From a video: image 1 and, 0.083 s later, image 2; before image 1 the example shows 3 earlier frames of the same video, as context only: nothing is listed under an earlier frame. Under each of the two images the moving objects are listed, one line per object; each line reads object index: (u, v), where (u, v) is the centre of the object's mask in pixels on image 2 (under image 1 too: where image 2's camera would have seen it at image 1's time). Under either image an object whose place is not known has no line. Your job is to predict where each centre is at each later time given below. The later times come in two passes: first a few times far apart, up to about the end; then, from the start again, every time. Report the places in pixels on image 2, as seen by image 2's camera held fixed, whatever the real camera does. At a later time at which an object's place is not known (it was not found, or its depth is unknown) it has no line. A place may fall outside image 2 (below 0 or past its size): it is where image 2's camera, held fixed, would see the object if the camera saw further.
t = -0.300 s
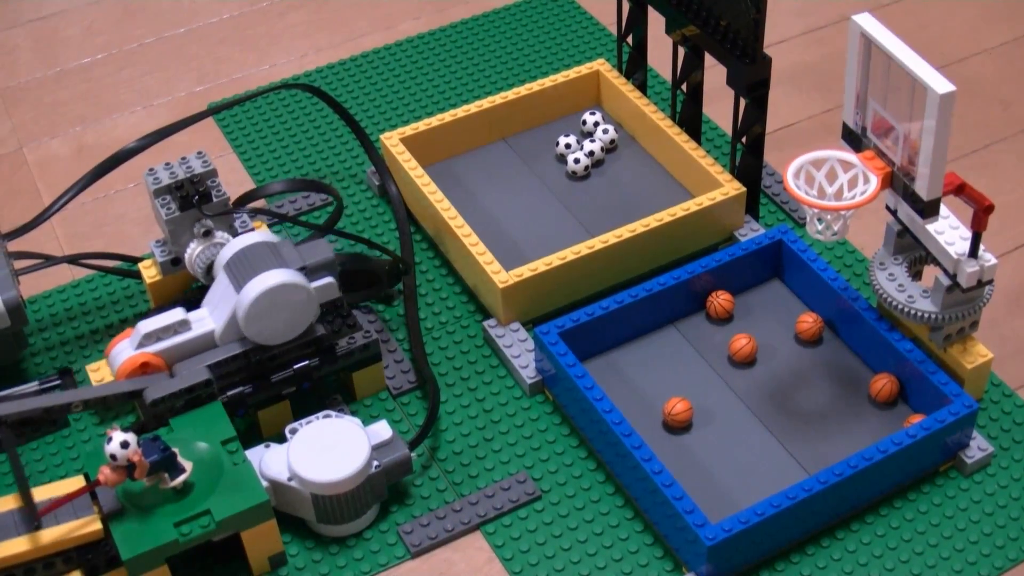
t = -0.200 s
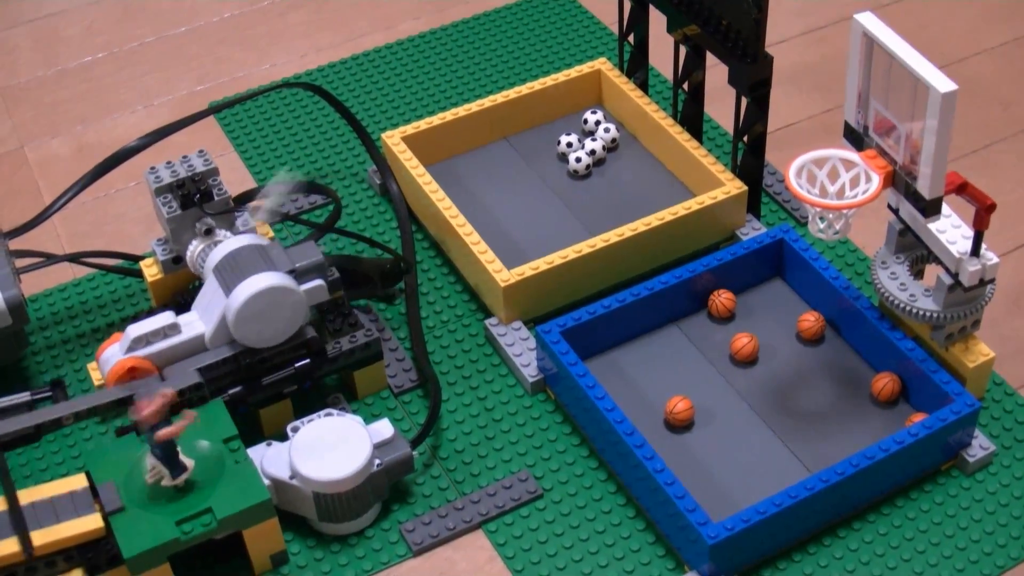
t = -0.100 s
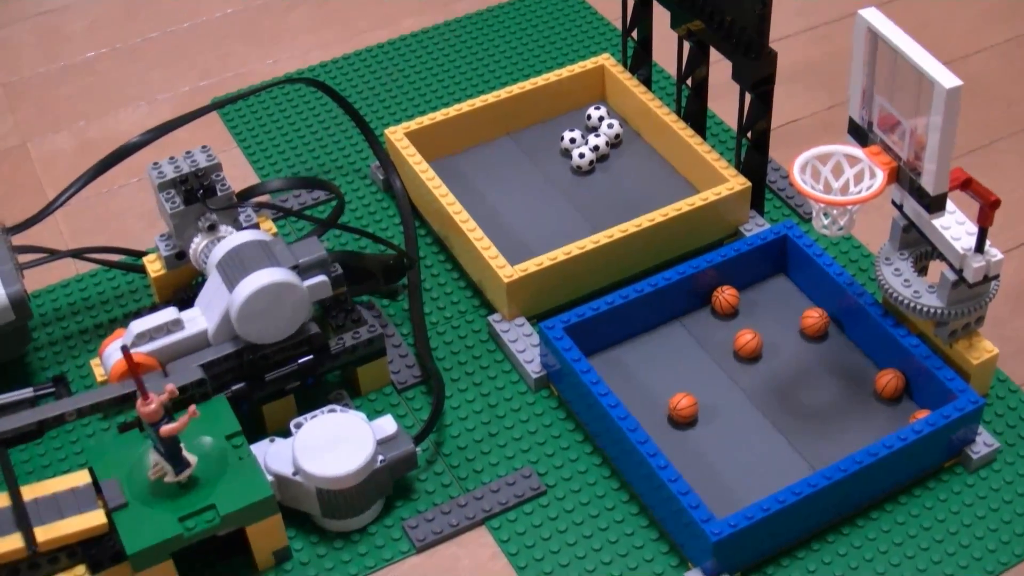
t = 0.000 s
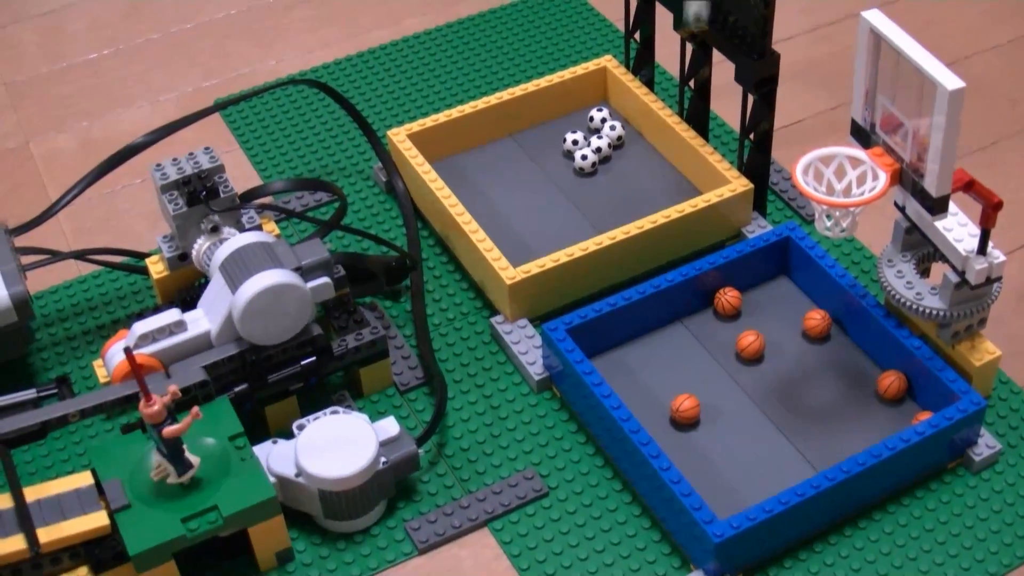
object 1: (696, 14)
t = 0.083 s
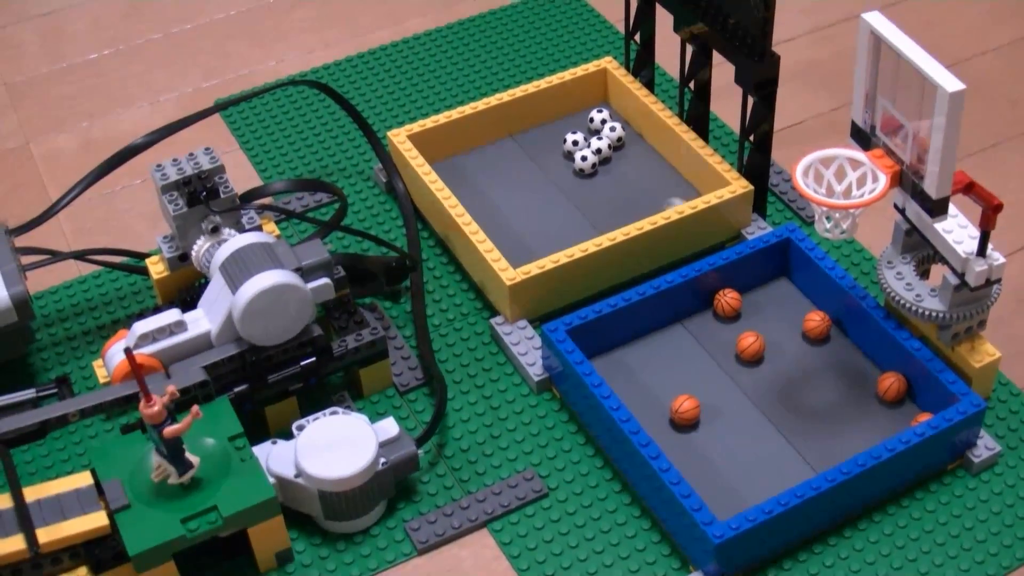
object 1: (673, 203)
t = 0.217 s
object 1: (584, 230)
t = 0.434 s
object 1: (501, 224)
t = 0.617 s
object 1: (508, 188)
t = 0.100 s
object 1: (666, 202)
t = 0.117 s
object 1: (656, 203)
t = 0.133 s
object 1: (645, 206)
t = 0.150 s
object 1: (632, 211)
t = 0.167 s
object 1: (619, 219)
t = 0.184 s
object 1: (607, 223)
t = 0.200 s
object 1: (594, 226)
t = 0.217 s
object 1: (584, 230)
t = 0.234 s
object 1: (572, 232)
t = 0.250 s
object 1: (561, 235)
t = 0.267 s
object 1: (549, 236)
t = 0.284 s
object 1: (538, 238)
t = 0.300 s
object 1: (527, 240)
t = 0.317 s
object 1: (516, 242)
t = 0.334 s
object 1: (506, 242)
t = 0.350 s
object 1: (498, 240)
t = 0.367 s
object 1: (496, 237)
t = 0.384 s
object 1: (497, 234)
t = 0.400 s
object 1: (498, 230)
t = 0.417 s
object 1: (500, 227)
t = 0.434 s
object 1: (501, 224)
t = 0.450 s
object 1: (502, 220)
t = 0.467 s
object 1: (503, 217)
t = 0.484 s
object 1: (503, 214)
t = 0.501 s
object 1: (504, 211)
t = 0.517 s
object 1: (505, 207)
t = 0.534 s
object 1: (505, 204)
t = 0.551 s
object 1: (506, 201)
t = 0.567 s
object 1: (507, 197)
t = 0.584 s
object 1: (507, 194)
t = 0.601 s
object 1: (508, 191)
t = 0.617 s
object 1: (508, 188)
